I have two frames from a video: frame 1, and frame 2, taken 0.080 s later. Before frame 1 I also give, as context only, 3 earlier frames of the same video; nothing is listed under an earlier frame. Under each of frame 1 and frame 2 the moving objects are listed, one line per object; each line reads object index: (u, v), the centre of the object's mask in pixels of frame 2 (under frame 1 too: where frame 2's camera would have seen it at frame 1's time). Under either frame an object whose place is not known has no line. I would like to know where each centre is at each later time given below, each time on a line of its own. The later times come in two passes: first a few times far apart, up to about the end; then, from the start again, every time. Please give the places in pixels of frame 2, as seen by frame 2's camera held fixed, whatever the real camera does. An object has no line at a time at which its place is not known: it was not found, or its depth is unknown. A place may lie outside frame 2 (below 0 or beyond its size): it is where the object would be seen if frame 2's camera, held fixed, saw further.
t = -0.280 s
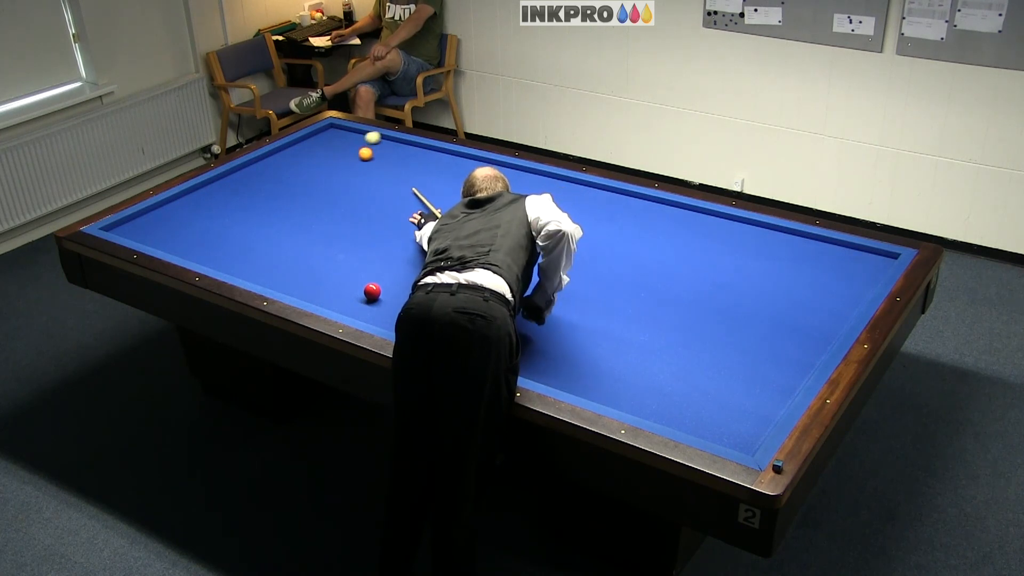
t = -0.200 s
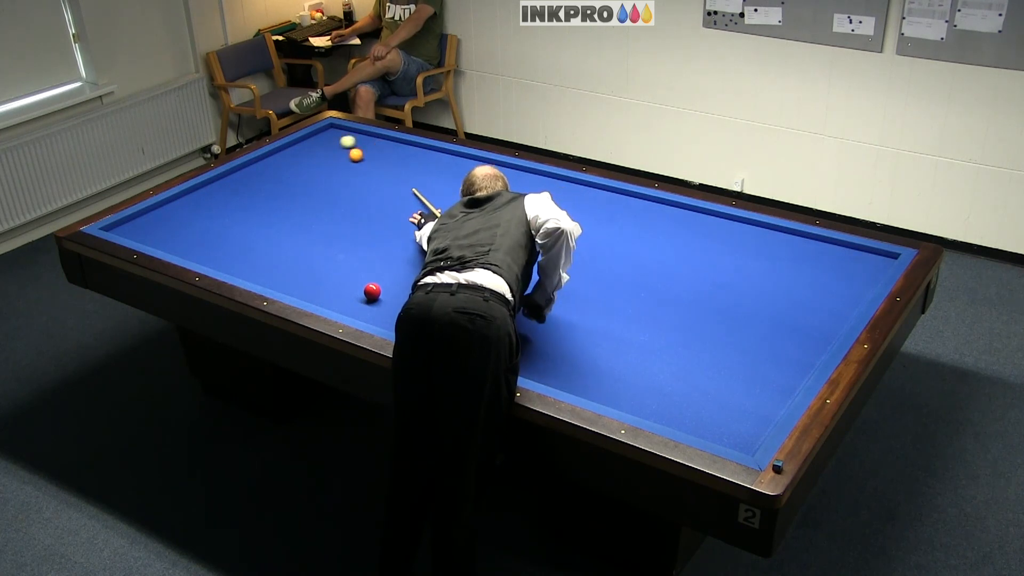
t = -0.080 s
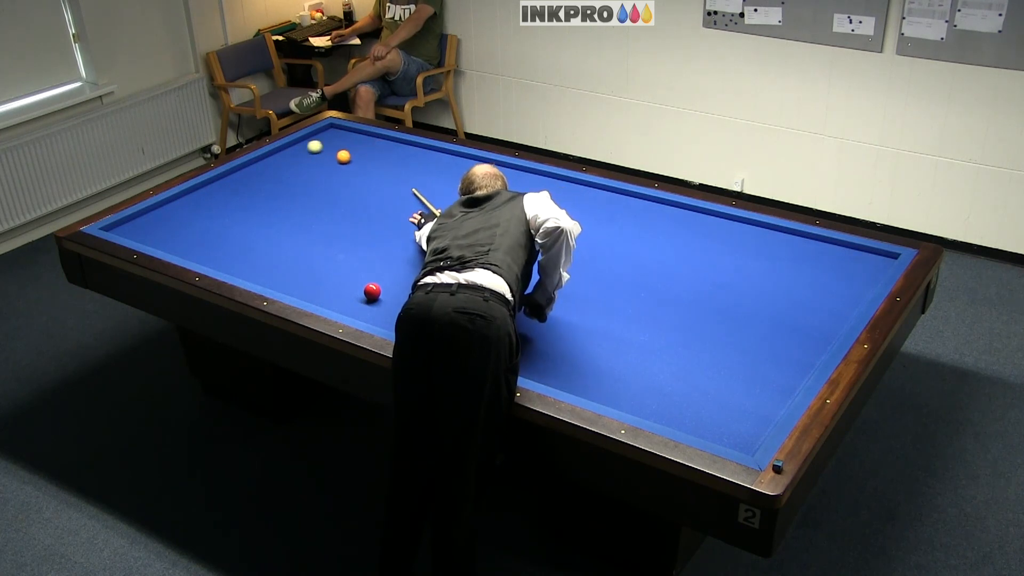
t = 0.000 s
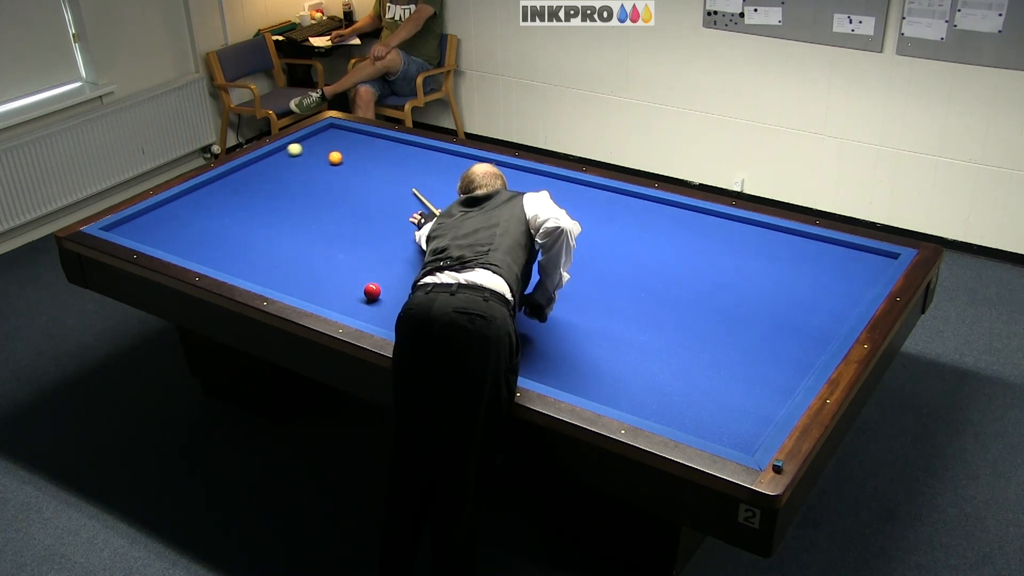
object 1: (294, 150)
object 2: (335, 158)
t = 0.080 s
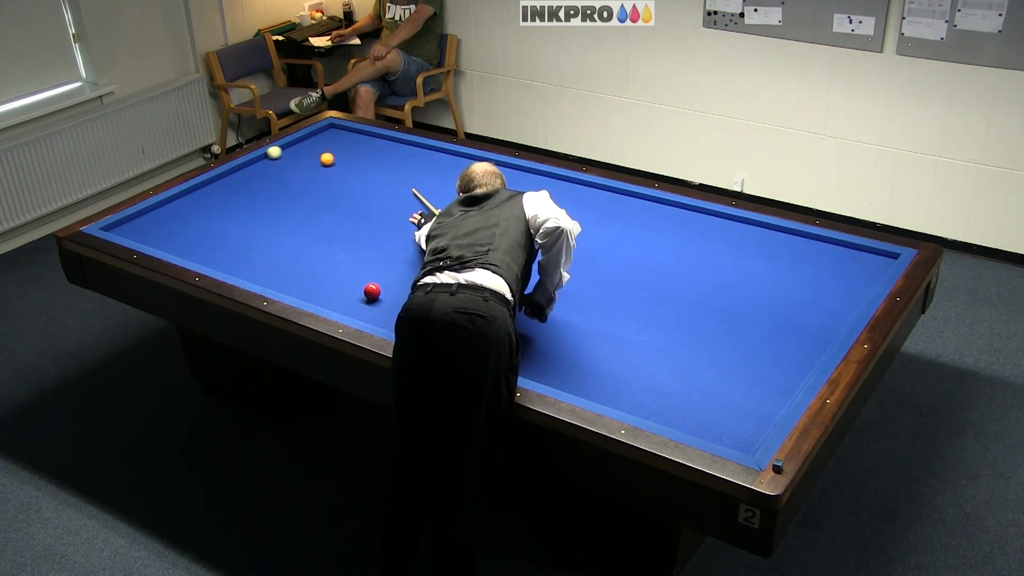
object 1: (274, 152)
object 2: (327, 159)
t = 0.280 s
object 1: (259, 169)
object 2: (307, 162)
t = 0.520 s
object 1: (240, 190)
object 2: (283, 166)
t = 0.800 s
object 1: (216, 216)
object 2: (256, 170)
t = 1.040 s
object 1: (193, 241)
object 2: (233, 174)
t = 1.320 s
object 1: (210, 251)
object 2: (217, 182)
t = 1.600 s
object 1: (258, 247)
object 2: (206, 191)
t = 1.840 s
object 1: (299, 243)
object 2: (197, 200)
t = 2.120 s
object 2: (186, 209)
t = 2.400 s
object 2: (175, 219)
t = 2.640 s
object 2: (166, 227)
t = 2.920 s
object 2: (156, 237)
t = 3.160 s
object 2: (151, 242)
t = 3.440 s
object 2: (164, 241)
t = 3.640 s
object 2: (173, 240)
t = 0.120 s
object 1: (271, 155)
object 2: (323, 160)
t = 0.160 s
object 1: (268, 159)
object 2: (319, 160)
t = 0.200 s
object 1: (265, 162)
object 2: (315, 161)
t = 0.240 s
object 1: (262, 165)
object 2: (311, 162)
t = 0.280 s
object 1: (259, 169)
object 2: (307, 162)
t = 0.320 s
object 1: (256, 172)
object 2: (303, 163)
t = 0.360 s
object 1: (253, 176)
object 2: (299, 163)
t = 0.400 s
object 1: (250, 179)
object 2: (295, 164)
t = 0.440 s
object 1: (247, 183)
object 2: (291, 165)
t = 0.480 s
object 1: (243, 186)
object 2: (287, 165)
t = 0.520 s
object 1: (240, 190)
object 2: (283, 166)
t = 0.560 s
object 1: (236, 194)
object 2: (279, 167)
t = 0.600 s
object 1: (233, 197)
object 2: (275, 167)
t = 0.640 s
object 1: (230, 201)
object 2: (271, 168)
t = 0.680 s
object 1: (226, 205)
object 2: (267, 168)
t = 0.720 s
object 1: (222, 209)
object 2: (264, 169)
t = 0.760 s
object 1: (219, 213)
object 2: (260, 170)
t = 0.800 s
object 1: (216, 216)
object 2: (256, 170)
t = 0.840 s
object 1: (212, 220)
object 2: (252, 171)
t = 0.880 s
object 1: (208, 224)
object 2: (248, 171)
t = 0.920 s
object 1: (205, 228)
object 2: (244, 172)
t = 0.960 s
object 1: (201, 233)
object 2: (241, 173)
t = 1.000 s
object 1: (197, 237)
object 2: (237, 173)
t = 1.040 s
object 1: (193, 241)
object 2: (233, 174)
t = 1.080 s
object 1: (189, 245)
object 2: (229, 175)
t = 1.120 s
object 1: (186, 249)
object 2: (226, 175)
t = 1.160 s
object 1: (182, 252)
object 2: (224, 176)
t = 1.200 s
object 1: (187, 253)
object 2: (222, 178)
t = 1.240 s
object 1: (195, 253)
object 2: (220, 179)
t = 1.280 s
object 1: (202, 252)
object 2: (219, 180)
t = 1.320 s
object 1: (210, 251)
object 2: (217, 182)
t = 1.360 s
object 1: (216, 251)
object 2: (215, 183)
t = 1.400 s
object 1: (223, 250)
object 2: (214, 184)
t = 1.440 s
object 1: (230, 249)
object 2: (212, 186)
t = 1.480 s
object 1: (237, 249)
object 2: (211, 187)
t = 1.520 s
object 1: (244, 248)
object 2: (209, 189)
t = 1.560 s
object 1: (251, 247)
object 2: (208, 190)
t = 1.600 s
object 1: (258, 247)
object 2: (206, 191)
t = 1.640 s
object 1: (265, 246)
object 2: (204, 193)
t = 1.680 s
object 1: (272, 245)
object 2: (203, 194)
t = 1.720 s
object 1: (279, 245)
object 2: (201, 195)
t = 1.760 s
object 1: (285, 244)
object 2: (200, 197)
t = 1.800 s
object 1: (292, 243)
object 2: (199, 198)
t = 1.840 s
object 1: (299, 243)
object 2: (197, 200)
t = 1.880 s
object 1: (305, 242)
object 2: (195, 201)
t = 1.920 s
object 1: (312, 241)
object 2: (194, 202)
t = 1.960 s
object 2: (192, 204)
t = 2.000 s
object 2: (191, 205)
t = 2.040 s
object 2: (189, 207)
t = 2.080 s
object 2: (188, 208)
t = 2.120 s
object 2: (186, 209)
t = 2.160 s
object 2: (184, 211)
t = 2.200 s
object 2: (183, 212)
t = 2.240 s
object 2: (181, 214)
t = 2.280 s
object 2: (180, 215)
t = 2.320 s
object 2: (178, 217)
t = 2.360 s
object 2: (177, 217)
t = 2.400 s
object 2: (175, 219)
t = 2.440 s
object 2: (174, 221)
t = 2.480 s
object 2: (172, 222)
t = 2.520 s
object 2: (171, 223)
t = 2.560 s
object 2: (169, 225)
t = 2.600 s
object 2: (168, 226)
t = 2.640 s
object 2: (166, 227)
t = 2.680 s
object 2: (165, 229)
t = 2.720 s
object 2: (163, 230)
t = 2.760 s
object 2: (162, 231)
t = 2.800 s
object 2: (160, 233)
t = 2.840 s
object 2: (159, 234)
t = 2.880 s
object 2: (157, 235)
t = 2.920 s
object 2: (156, 237)
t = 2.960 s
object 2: (154, 239)
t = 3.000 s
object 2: (153, 239)
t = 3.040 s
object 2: (152, 240)
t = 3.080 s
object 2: (151, 241)
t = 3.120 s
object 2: (150, 241)
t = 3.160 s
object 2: (151, 242)
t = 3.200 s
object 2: (153, 241)
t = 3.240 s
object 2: (155, 242)
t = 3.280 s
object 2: (157, 242)
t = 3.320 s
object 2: (159, 242)
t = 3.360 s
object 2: (161, 242)
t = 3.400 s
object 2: (162, 241)
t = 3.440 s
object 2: (164, 241)
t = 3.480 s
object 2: (166, 241)
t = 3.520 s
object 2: (168, 241)
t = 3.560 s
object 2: (169, 240)
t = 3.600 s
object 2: (171, 240)
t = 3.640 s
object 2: (173, 240)
